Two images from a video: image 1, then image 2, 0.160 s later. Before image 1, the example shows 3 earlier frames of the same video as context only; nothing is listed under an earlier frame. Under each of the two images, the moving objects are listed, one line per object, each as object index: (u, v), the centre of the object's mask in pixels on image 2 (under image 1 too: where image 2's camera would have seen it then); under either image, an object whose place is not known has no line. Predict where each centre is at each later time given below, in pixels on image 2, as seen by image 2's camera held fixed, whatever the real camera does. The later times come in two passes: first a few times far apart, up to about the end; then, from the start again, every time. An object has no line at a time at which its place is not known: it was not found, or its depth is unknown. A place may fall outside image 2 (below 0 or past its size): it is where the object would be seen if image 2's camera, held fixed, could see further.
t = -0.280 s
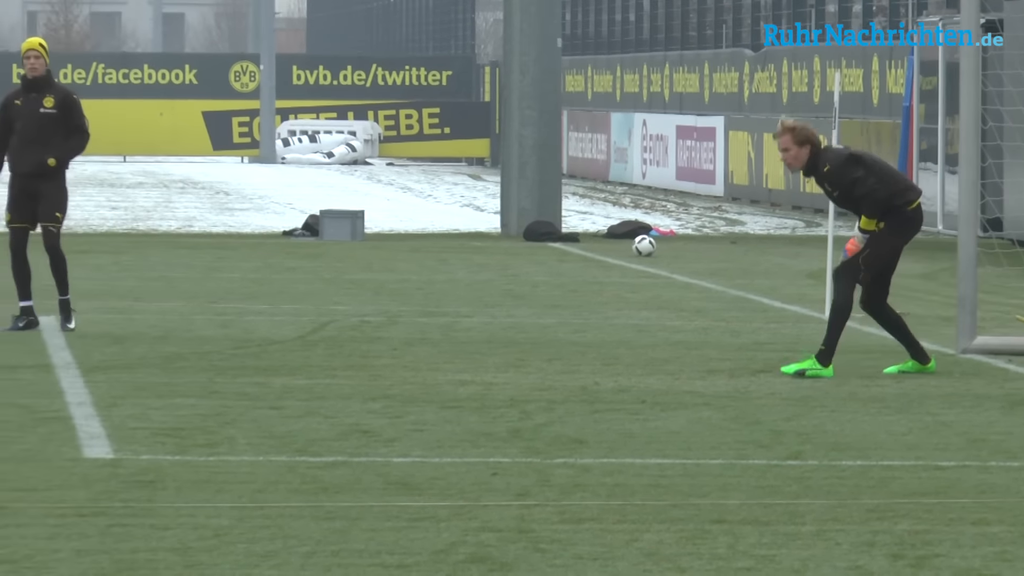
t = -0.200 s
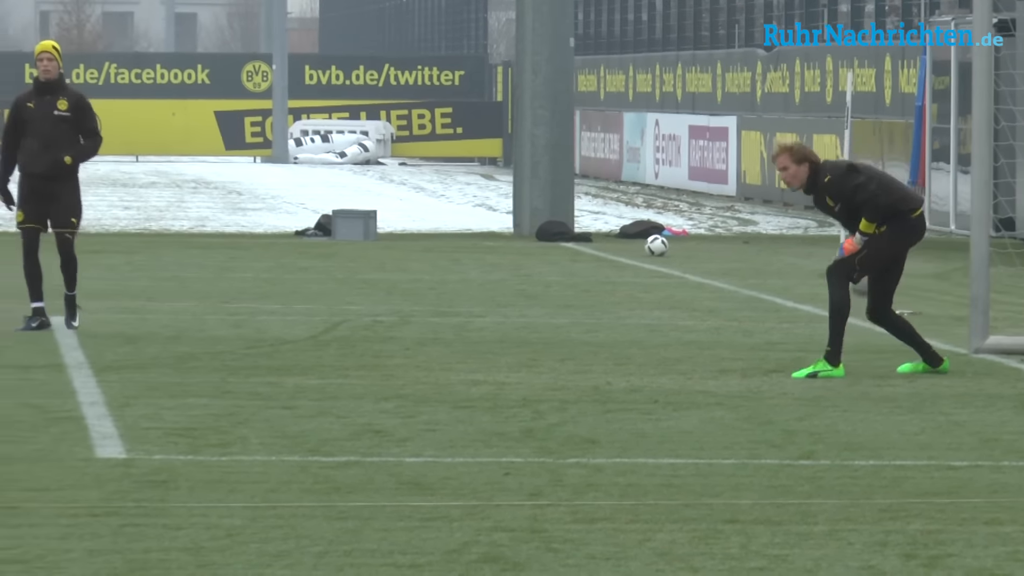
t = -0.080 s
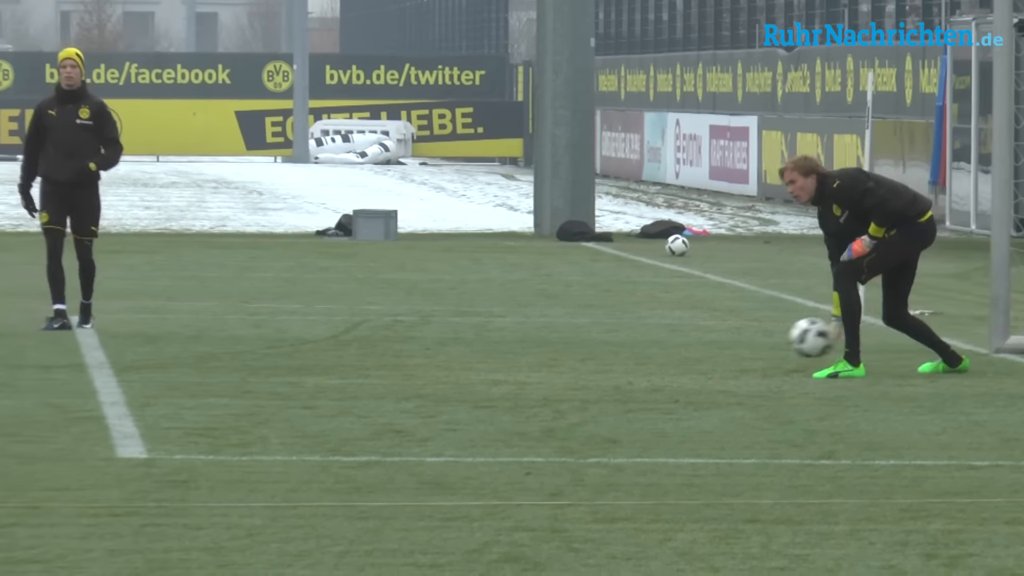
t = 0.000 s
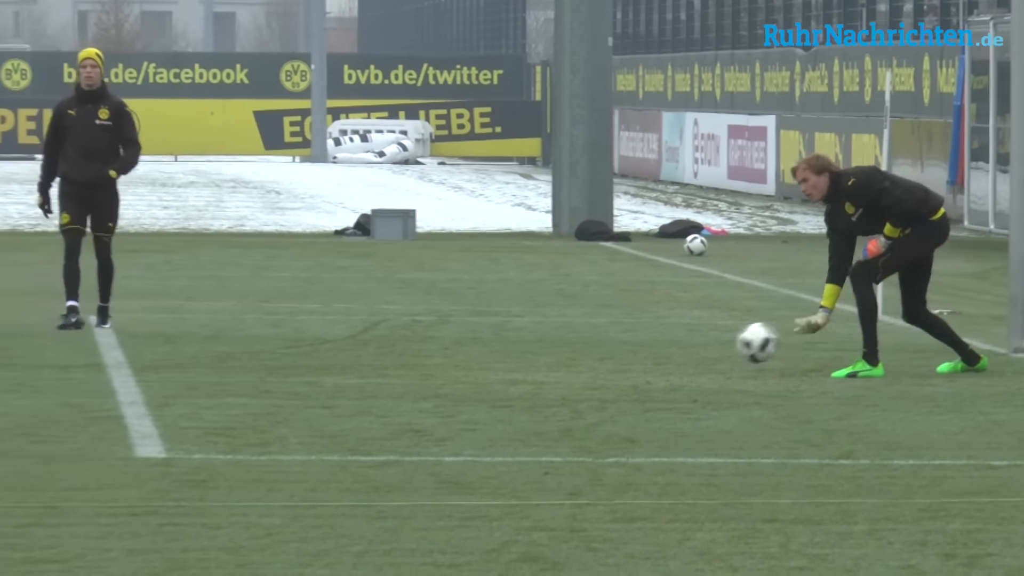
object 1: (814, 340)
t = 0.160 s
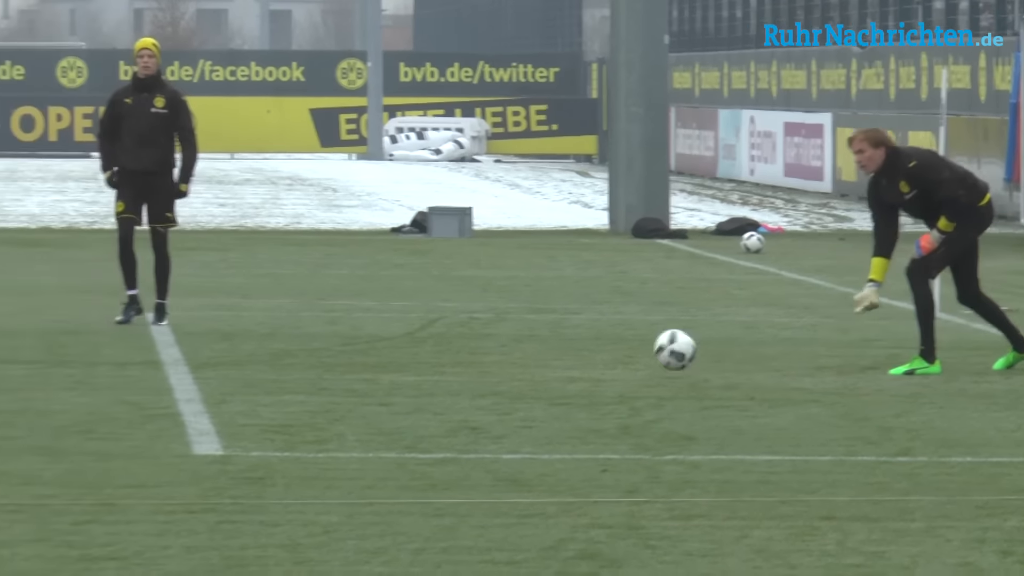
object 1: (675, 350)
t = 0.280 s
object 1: (576, 351)
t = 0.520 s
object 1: (383, 366)
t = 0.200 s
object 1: (642, 347)
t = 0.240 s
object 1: (609, 347)
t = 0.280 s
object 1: (576, 351)
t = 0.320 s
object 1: (543, 358)
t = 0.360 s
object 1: (510, 363)
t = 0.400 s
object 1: (478, 362)
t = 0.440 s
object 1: (445, 363)
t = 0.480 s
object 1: (414, 366)
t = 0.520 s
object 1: (383, 366)
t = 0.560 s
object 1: (352, 366)
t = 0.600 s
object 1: (321, 369)
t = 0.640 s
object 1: (291, 370)
